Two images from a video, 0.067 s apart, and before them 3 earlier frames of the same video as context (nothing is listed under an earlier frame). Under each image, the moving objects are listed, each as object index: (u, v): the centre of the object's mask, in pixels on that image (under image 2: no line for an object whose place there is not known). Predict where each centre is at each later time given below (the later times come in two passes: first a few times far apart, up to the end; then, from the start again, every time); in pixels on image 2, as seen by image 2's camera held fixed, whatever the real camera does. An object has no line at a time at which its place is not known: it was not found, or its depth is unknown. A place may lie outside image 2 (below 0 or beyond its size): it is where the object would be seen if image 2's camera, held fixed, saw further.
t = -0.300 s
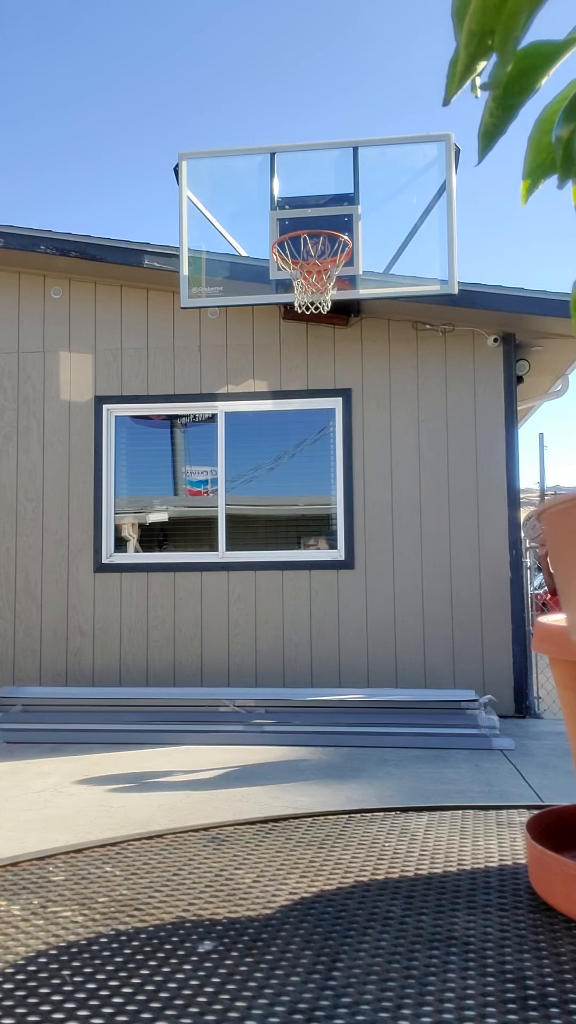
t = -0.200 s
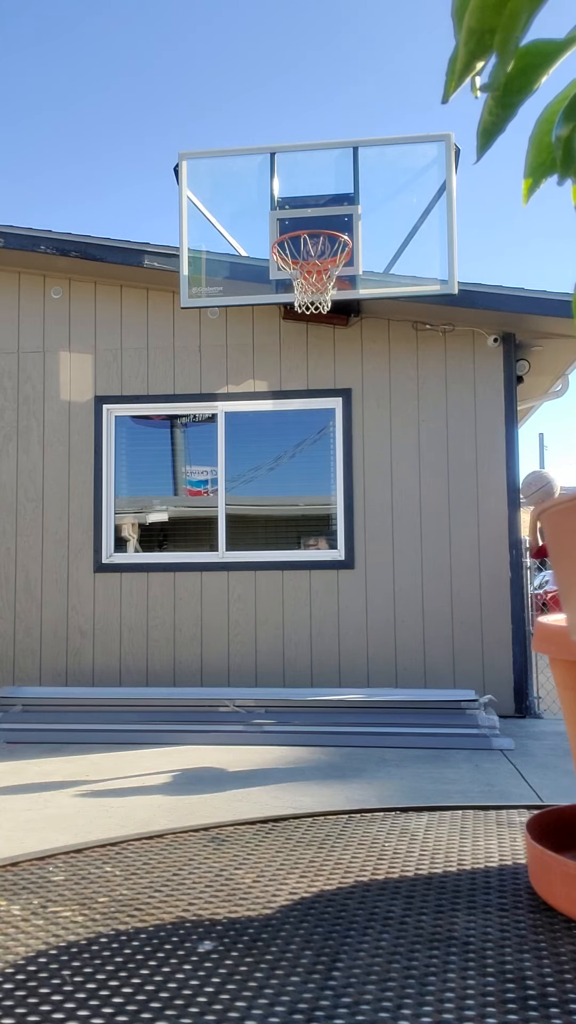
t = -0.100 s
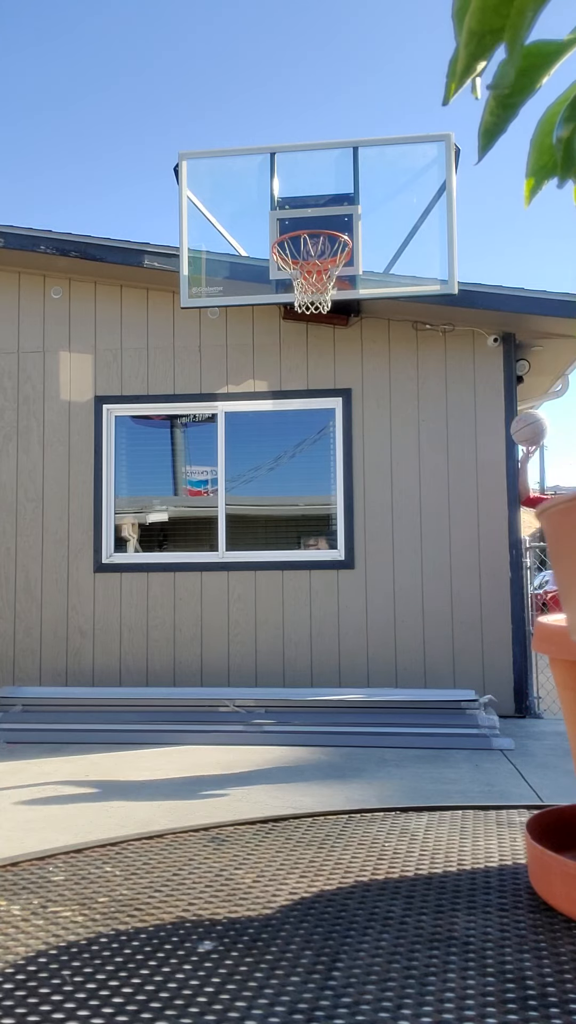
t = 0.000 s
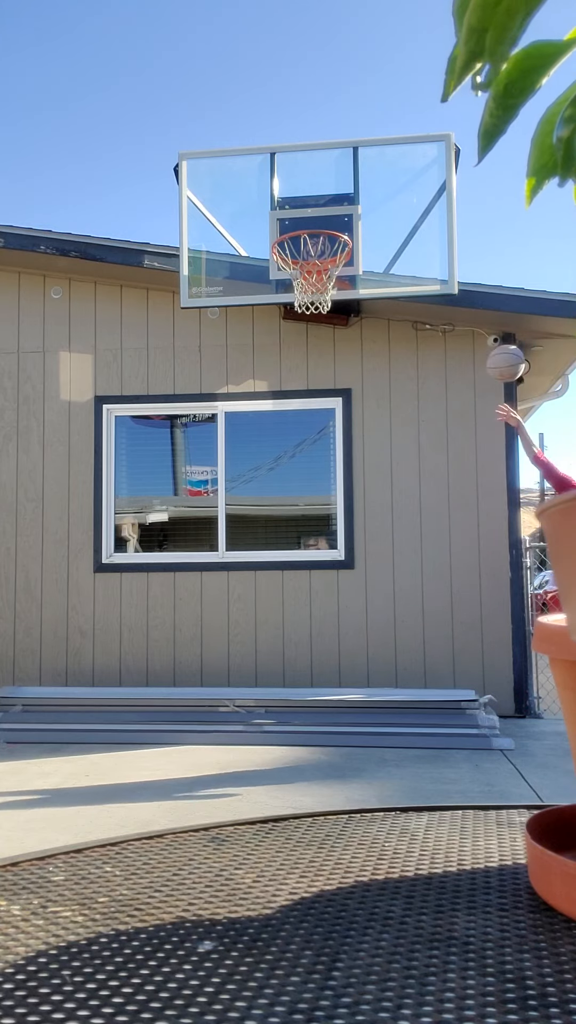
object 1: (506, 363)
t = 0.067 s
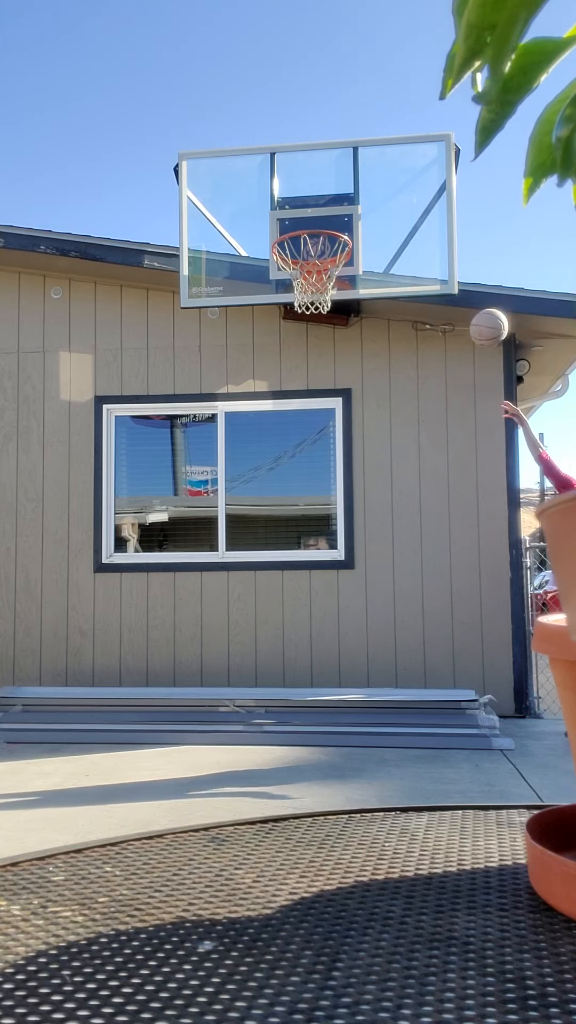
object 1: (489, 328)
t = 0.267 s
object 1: (441, 262)
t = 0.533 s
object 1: (383, 266)
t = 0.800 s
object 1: (324, 378)
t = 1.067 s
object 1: (265, 606)
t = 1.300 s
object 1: (229, 623)
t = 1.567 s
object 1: (203, 481)
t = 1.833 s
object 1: (176, 457)
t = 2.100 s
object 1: (145, 561)
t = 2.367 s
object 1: (108, 724)
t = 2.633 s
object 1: (68, 583)
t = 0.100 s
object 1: (481, 313)
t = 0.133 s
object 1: (473, 300)
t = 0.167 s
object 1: (465, 288)
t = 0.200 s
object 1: (457, 277)
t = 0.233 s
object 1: (449, 269)
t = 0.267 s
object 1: (441, 262)
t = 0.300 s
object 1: (434, 257)
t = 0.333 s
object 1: (426, 253)
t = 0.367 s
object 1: (419, 251)
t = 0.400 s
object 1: (412, 250)
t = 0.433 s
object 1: (405, 252)
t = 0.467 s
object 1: (397, 255)
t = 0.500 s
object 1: (390, 259)
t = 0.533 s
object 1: (383, 266)
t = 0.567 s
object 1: (376, 273)
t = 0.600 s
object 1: (368, 284)
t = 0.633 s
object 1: (361, 295)
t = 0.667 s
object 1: (353, 308)
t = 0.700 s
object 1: (346, 323)
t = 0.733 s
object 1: (338, 339)
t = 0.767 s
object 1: (331, 358)
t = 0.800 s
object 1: (324, 378)
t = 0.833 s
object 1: (316, 400)
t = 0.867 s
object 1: (308, 424)
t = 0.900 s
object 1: (301, 450)
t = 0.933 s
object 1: (294, 477)
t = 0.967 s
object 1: (288, 507)
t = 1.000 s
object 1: (280, 537)
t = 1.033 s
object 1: (273, 570)
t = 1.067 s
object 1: (265, 606)
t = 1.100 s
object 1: (258, 643)
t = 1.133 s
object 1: (250, 683)
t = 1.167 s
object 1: (242, 725)
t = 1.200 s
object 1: (238, 707)
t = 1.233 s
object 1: (235, 677)
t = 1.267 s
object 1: (232, 649)
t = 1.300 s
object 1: (229, 623)
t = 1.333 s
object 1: (226, 599)
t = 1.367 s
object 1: (223, 577)
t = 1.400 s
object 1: (220, 557)
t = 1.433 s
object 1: (217, 538)
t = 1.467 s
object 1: (214, 522)
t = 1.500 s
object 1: (210, 507)
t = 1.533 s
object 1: (207, 493)
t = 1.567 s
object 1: (203, 481)
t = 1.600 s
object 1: (200, 472)
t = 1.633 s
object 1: (197, 464)
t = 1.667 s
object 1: (193, 458)
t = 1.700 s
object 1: (190, 454)
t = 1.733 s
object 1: (186, 452)
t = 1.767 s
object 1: (183, 451)
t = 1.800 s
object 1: (179, 453)
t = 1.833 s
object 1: (176, 457)
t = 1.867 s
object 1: (172, 462)
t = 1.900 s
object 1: (168, 470)
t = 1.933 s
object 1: (164, 480)
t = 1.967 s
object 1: (160, 492)
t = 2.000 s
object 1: (156, 506)
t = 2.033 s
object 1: (152, 523)
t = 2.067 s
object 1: (149, 540)
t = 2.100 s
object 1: (145, 561)
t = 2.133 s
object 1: (141, 585)
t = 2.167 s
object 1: (136, 611)
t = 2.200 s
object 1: (132, 639)
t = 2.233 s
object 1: (127, 670)
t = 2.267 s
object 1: (123, 704)
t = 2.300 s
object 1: (117, 741)
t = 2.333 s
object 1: (113, 751)
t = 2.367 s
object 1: (108, 724)
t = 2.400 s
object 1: (103, 699)
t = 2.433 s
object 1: (99, 675)
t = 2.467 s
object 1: (94, 655)
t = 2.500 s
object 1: (89, 636)
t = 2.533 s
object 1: (84, 619)
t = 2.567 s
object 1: (78, 605)
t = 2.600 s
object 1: (73, 593)
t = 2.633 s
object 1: (68, 583)
